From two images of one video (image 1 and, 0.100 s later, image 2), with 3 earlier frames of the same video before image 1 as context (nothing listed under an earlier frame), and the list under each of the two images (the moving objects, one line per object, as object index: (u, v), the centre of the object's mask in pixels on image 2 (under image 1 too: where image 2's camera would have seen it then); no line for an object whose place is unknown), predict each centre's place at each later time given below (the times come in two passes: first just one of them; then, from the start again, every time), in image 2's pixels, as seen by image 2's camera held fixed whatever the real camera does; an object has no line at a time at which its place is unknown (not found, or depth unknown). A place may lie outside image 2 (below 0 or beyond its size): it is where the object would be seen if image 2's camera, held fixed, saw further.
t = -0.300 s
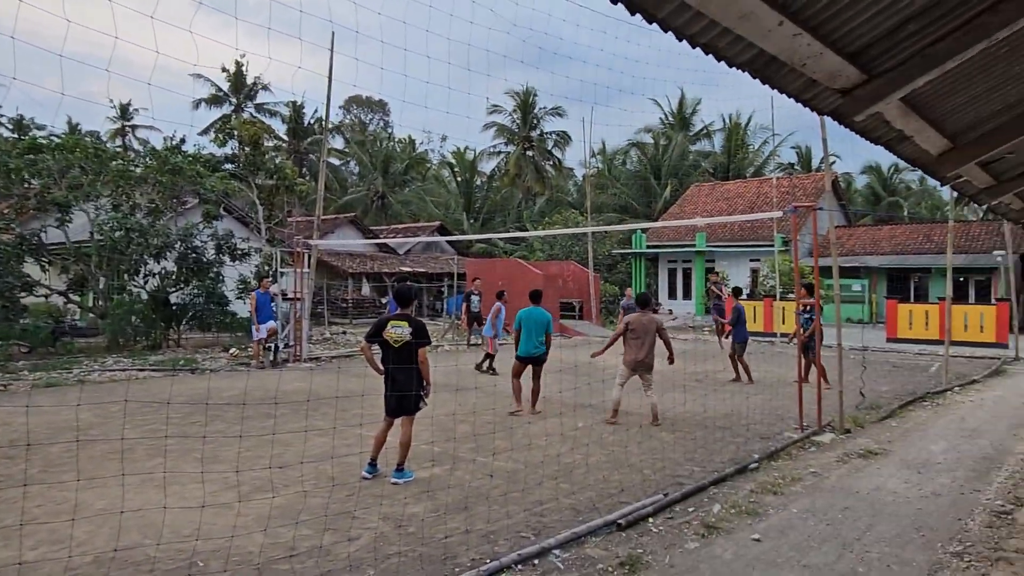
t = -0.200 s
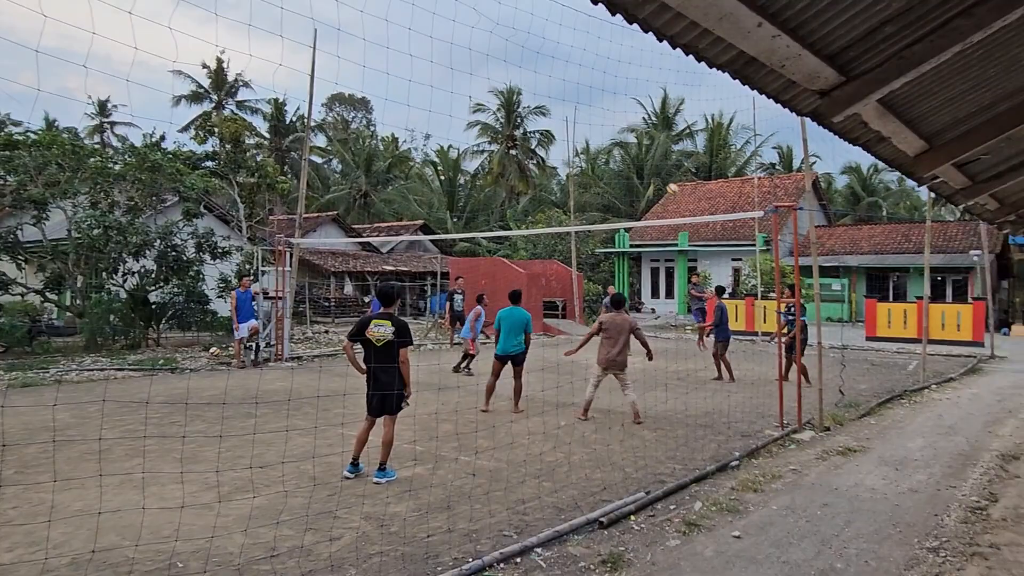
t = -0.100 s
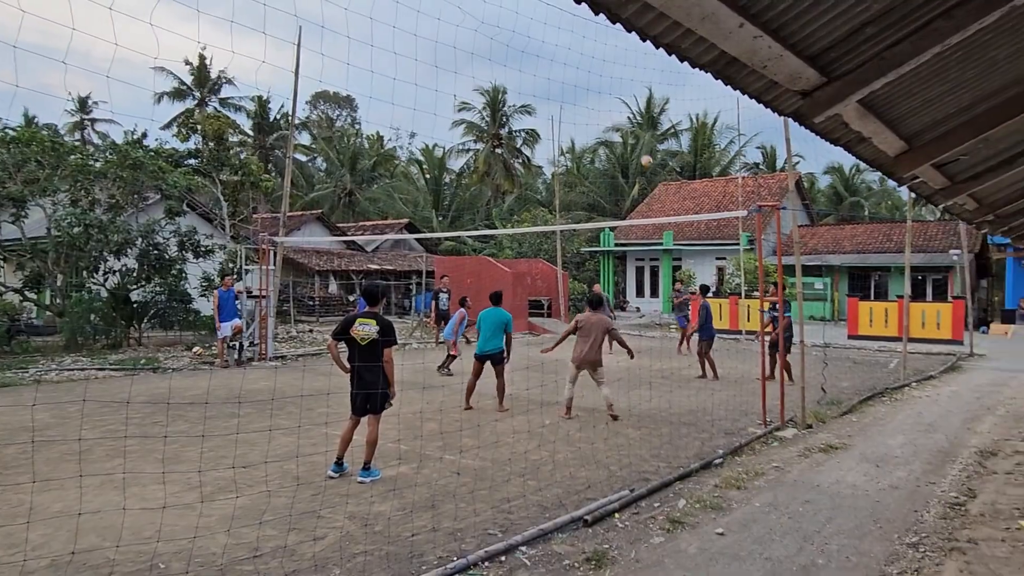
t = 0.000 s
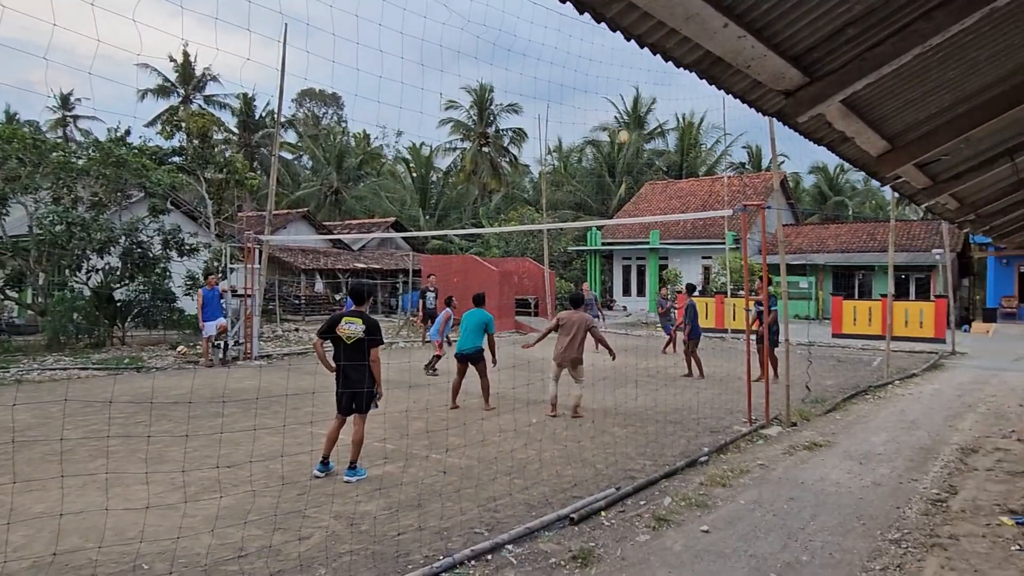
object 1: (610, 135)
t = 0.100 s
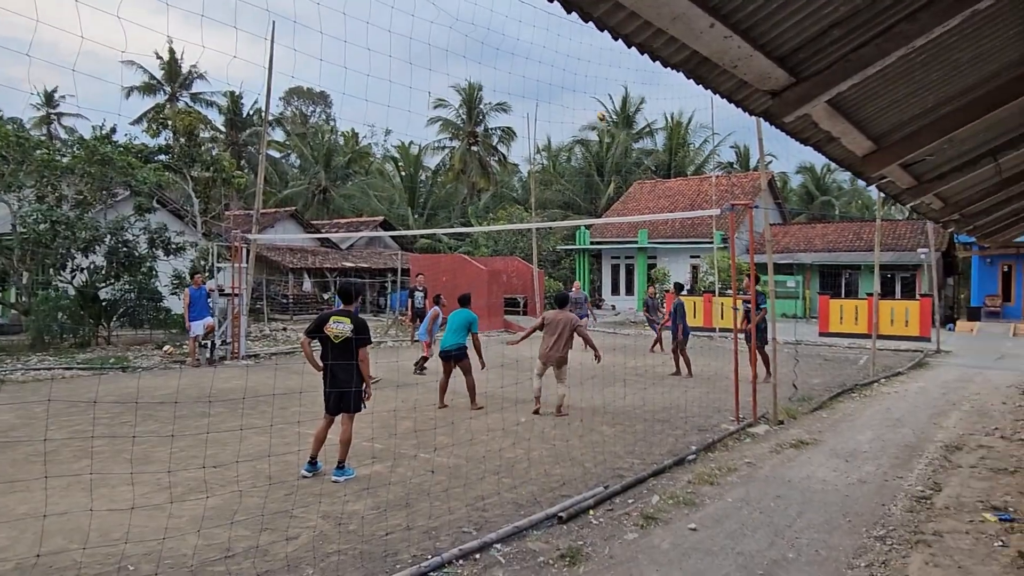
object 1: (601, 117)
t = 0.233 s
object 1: (587, 97)
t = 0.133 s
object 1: (598, 111)
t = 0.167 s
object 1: (595, 106)
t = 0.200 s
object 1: (590, 102)
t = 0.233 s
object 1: (587, 97)
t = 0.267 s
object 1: (583, 94)
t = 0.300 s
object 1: (579, 92)
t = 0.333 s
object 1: (575, 89)
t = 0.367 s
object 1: (571, 87)
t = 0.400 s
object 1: (567, 85)
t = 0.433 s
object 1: (563, 84)
